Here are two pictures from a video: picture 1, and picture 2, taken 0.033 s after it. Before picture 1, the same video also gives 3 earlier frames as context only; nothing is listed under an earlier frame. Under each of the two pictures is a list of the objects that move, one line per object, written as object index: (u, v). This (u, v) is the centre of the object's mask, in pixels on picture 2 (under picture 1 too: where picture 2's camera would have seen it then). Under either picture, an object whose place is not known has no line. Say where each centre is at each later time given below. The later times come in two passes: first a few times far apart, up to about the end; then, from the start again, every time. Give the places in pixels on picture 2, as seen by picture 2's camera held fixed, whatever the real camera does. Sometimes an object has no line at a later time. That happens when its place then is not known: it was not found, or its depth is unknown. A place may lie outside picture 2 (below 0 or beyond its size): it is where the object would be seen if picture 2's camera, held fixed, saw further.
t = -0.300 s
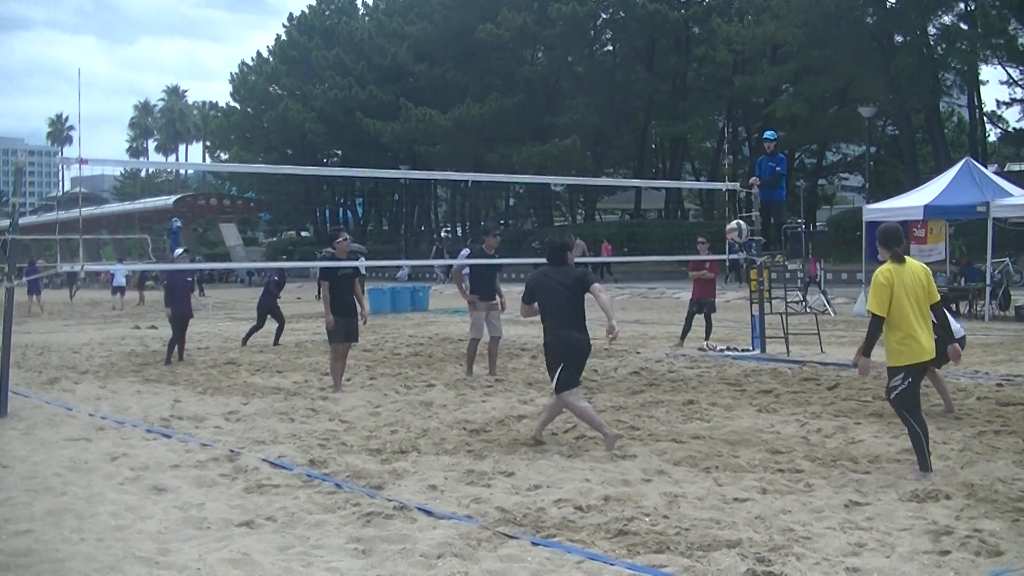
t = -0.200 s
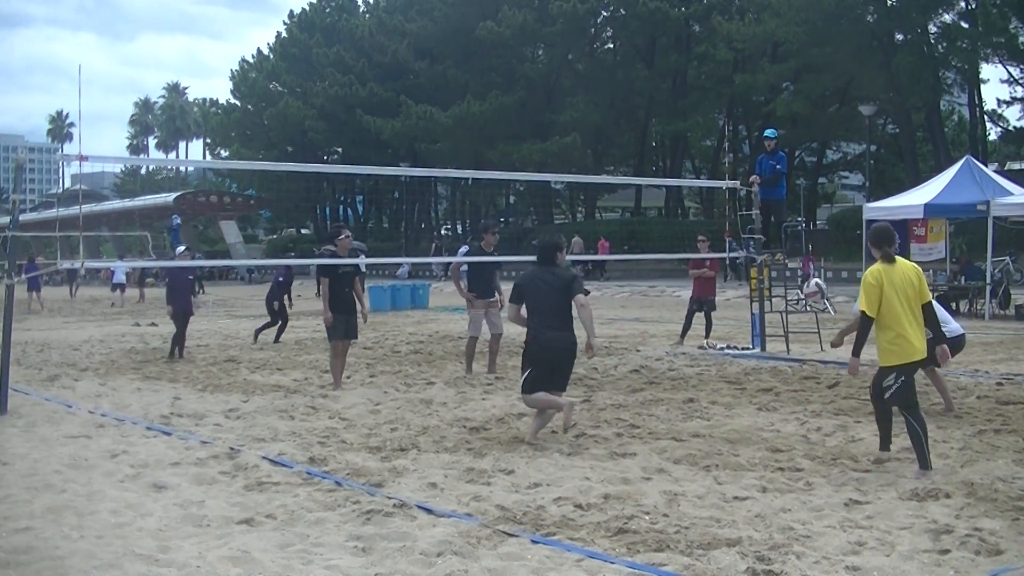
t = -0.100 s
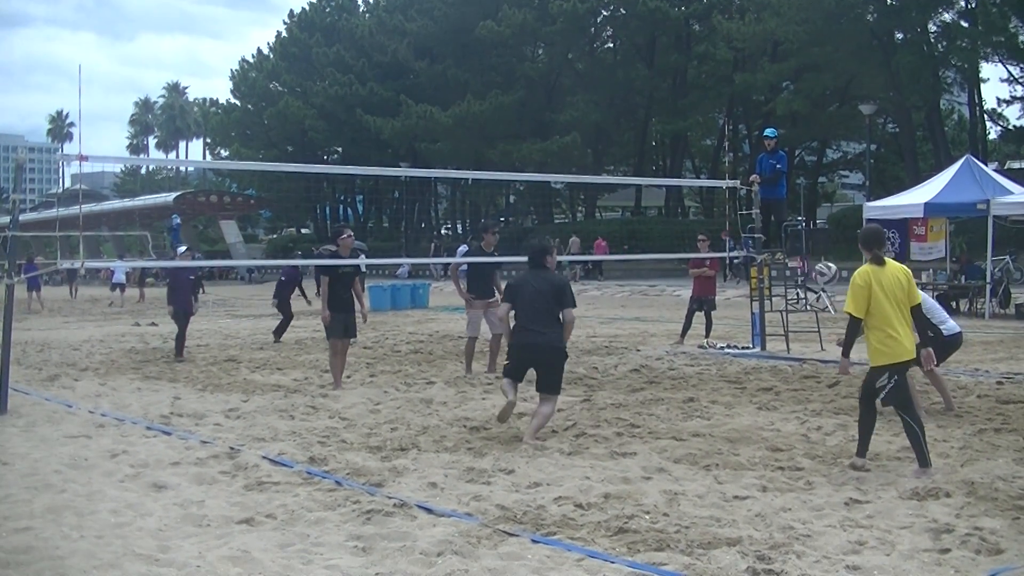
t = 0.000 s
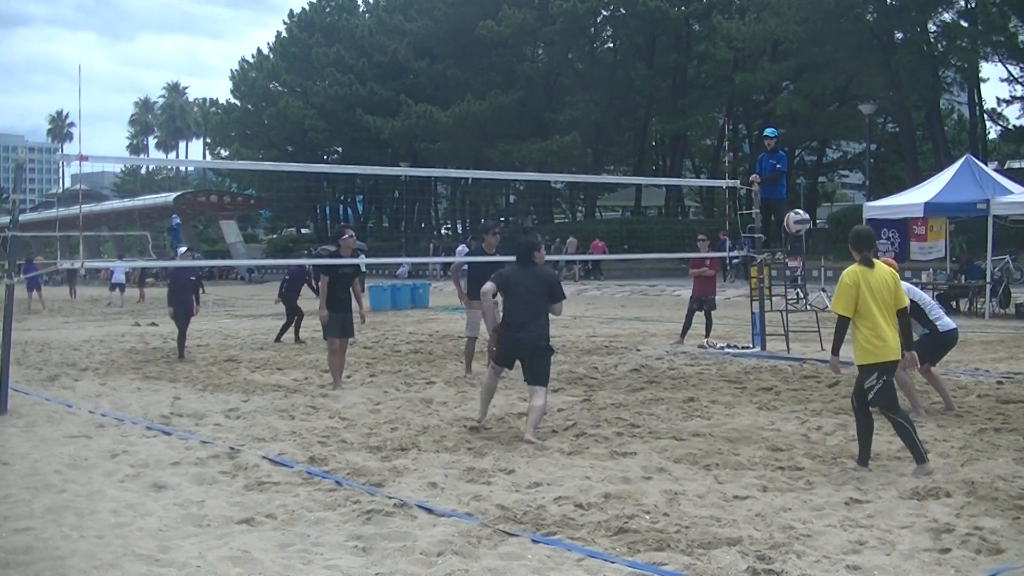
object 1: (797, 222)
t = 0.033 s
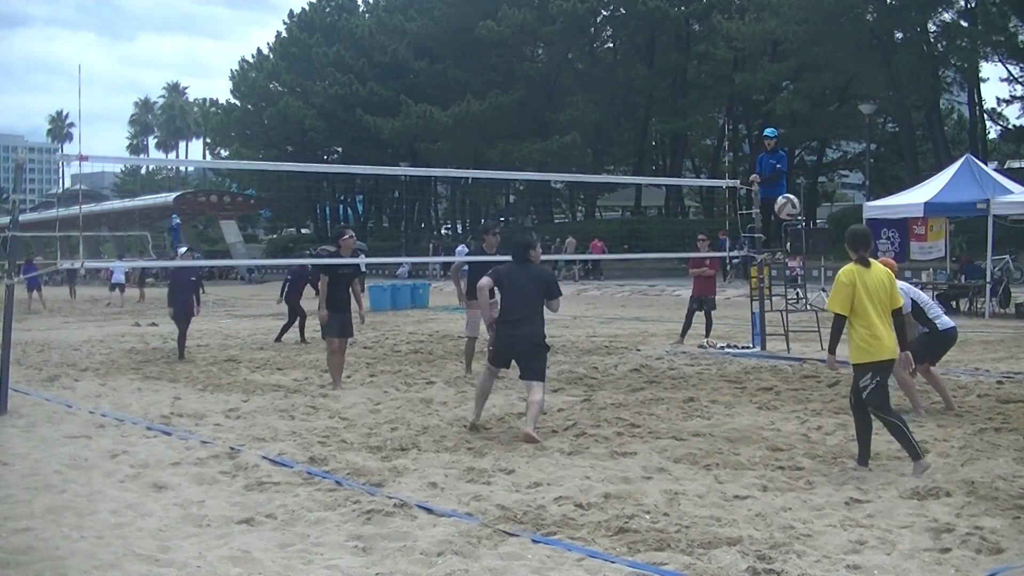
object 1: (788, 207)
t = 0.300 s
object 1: (710, 130)
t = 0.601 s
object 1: (621, 140)
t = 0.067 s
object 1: (778, 193)
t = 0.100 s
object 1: (768, 179)
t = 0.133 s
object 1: (758, 169)
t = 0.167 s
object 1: (749, 159)
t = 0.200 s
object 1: (739, 150)
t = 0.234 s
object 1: (730, 142)
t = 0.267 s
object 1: (719, 135)
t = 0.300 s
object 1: (710, 130)
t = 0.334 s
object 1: (700, 125)
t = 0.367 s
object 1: (690, 123)
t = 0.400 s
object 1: (680, 122)
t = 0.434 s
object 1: (670, 122)
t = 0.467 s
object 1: (660, 123)
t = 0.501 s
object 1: (650, 125)
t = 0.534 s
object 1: (641, 129)
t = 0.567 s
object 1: (631, 134)
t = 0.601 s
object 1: (621, 140)
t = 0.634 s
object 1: (611, 148)
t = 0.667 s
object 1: (601, 158)
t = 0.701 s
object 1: (591, 167)
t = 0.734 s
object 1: (581, 180)
